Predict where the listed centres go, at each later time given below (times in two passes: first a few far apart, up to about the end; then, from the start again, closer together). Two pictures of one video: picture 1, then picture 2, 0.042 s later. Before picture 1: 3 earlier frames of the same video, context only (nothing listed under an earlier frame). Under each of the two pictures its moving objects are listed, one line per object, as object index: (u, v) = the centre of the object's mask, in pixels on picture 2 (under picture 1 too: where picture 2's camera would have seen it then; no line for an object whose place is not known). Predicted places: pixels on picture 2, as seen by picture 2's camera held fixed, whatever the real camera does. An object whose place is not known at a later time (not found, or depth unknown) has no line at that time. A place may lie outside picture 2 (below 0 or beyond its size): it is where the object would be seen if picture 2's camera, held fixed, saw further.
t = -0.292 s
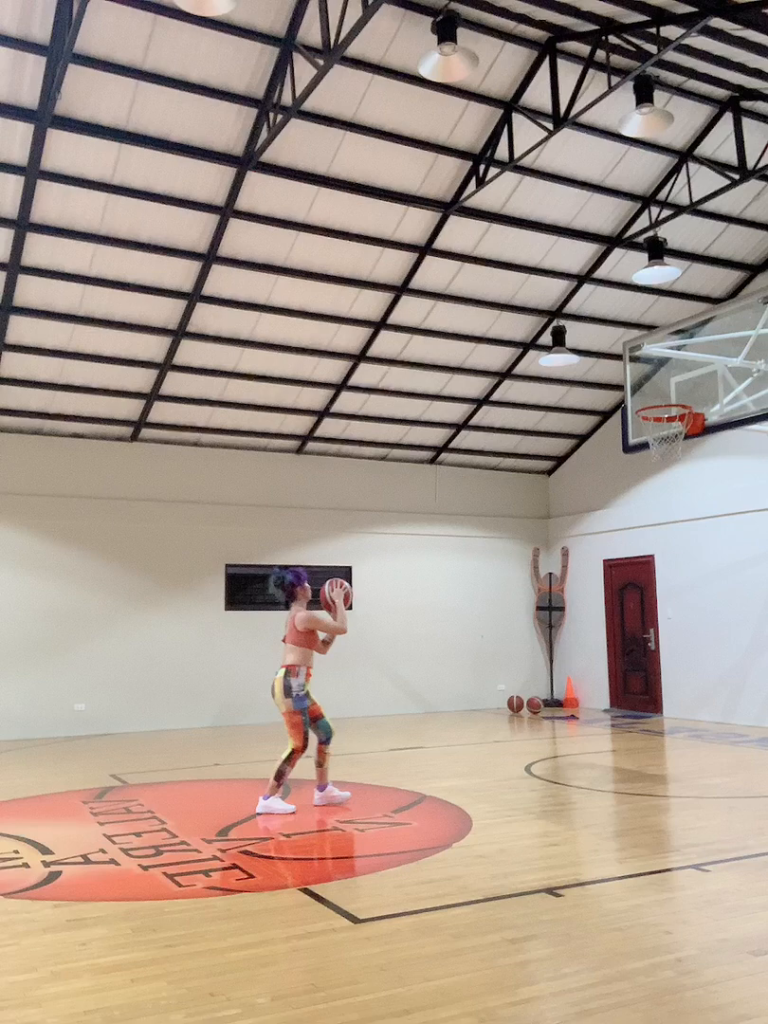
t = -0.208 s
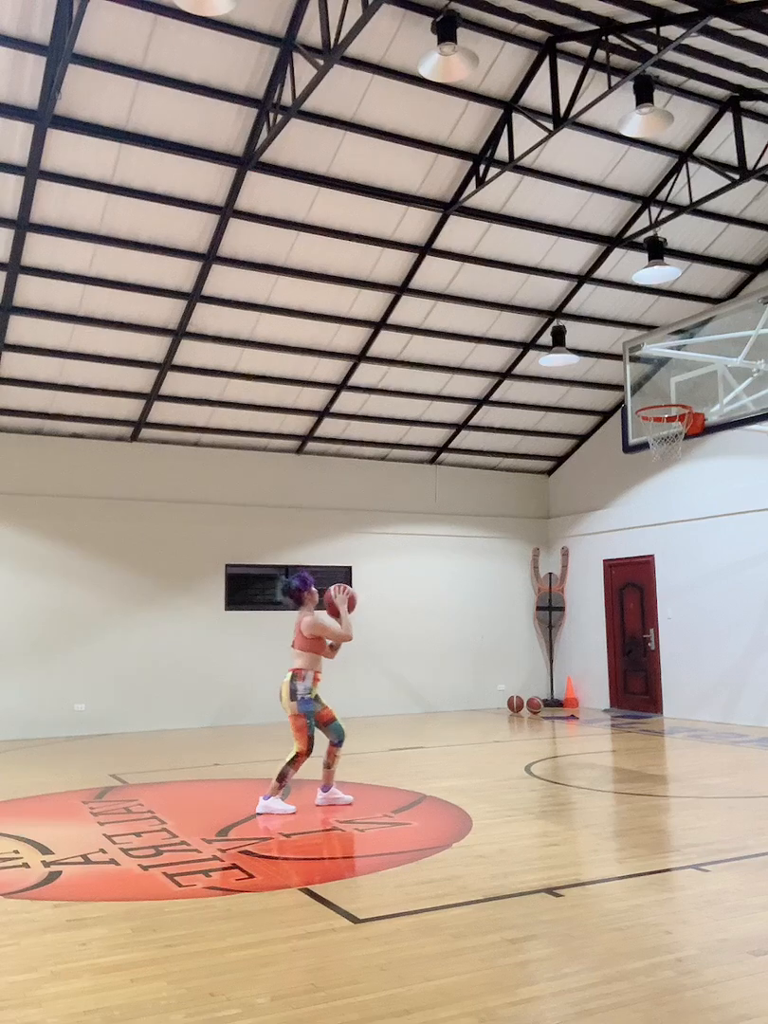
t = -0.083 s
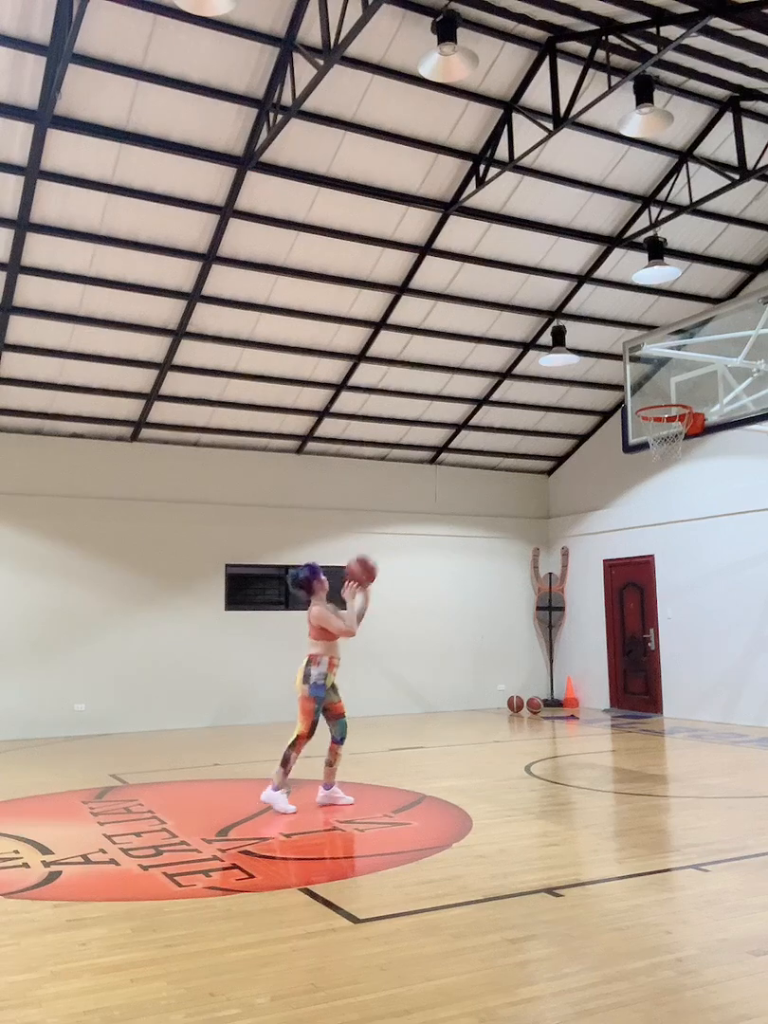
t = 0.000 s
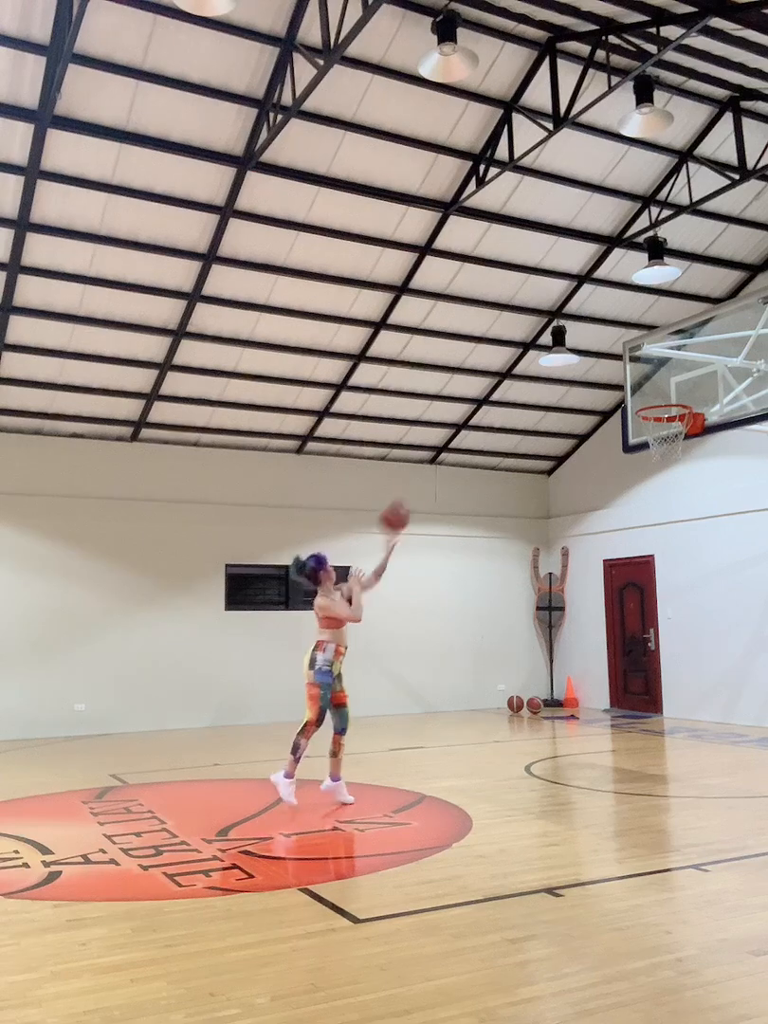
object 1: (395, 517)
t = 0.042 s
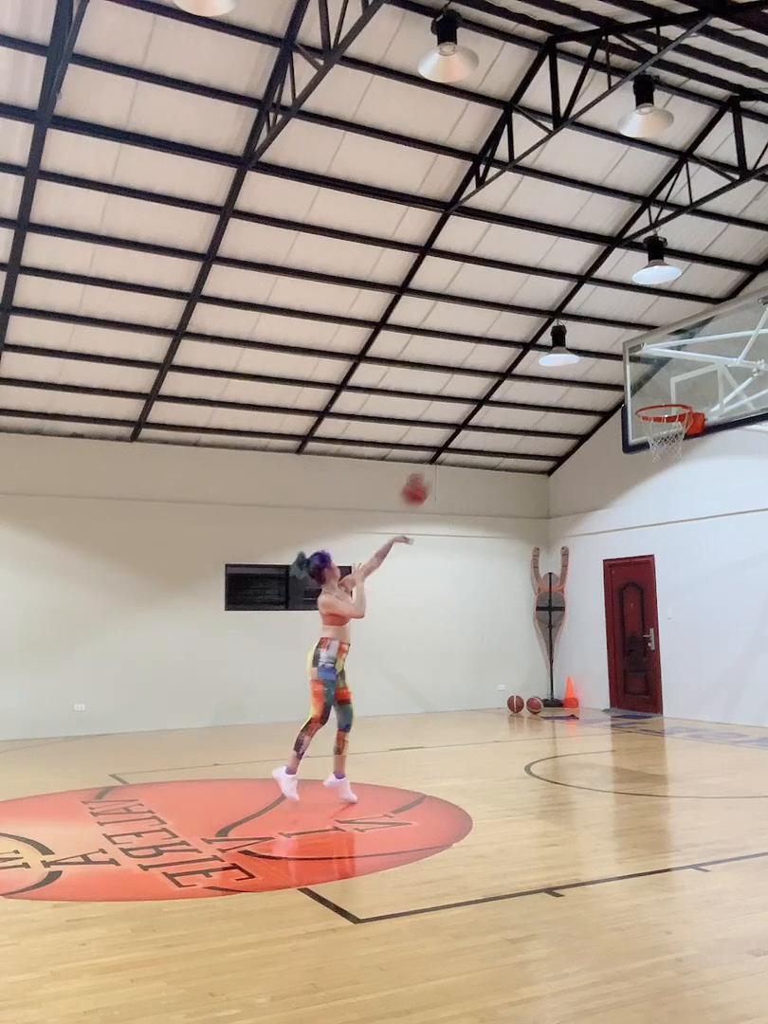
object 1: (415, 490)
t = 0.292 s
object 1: (525, 385)
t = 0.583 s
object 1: (639, 366)
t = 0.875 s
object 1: (656, 419)
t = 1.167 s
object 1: (672, 529)
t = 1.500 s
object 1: (694, 749)
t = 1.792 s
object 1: (699, 614)
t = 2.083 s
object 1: (710, 574)
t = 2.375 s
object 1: (724, 621)
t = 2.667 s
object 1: (742, 730)
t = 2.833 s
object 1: (745, 672)
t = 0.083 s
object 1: (435, 467)
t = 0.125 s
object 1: (453, 444)
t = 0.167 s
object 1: (470, 426)
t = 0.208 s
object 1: (489, 409)
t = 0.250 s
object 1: (508, 397)
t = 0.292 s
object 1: (525, 385)
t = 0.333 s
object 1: (541, 377)
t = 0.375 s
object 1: (557, 371)
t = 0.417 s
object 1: (575, 365)
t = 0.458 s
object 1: (592, 363)
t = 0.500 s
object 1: (607, 363)
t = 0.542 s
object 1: (623, 364)
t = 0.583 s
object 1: (639, 366)
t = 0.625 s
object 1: (653, 372)
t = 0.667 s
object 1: (668, 378)
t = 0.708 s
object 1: (684, 388)
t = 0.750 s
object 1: (683, 396)
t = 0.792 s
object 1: (672, 400)
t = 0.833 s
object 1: (663, 410)
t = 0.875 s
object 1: (656, 419)
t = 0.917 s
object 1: (658, 433)
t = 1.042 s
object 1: (665, 474)
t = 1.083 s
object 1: (667, 490)
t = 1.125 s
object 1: (669, 509)
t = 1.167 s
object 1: (672, 529)
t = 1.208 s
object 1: (674, 551)
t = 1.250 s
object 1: (677, 574)
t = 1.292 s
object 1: (680, 600)
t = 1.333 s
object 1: (683, 627)
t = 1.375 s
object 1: (686, 656)
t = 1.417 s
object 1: (689, 687)
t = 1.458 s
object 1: (691, 719)
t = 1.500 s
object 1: (694, 749)
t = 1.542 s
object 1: (694, 725)
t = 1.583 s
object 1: (695, 701)
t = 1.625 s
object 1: (696, 679)
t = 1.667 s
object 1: (697, 659)
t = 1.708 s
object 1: (697, 642)
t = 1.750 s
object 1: (698, 627)
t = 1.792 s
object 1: (699, 614)
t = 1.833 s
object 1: (701, 603)
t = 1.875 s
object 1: (702, 593)
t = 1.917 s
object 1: (703, 586)
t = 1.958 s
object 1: (705, 580)
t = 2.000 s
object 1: (707, 576)
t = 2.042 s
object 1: (708, 574)
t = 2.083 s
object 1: (710, 574)
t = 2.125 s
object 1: (712, 576)
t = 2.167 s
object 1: (714, 579)
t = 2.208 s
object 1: (715, 584)
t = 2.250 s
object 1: (718, 591)
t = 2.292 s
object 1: (720, 600)
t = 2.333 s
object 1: (722, 610)
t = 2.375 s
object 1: (724, 621)
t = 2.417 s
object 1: (727, 634)
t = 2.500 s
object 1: (732, 665)
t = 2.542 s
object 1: (735, 684)
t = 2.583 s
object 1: (737, 704)
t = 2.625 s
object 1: (740, 725)
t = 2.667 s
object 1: (742, 730)
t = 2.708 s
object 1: (743, 713)
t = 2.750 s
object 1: (744, 697)
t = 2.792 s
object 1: (744, 684)
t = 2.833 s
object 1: (745, 672)
